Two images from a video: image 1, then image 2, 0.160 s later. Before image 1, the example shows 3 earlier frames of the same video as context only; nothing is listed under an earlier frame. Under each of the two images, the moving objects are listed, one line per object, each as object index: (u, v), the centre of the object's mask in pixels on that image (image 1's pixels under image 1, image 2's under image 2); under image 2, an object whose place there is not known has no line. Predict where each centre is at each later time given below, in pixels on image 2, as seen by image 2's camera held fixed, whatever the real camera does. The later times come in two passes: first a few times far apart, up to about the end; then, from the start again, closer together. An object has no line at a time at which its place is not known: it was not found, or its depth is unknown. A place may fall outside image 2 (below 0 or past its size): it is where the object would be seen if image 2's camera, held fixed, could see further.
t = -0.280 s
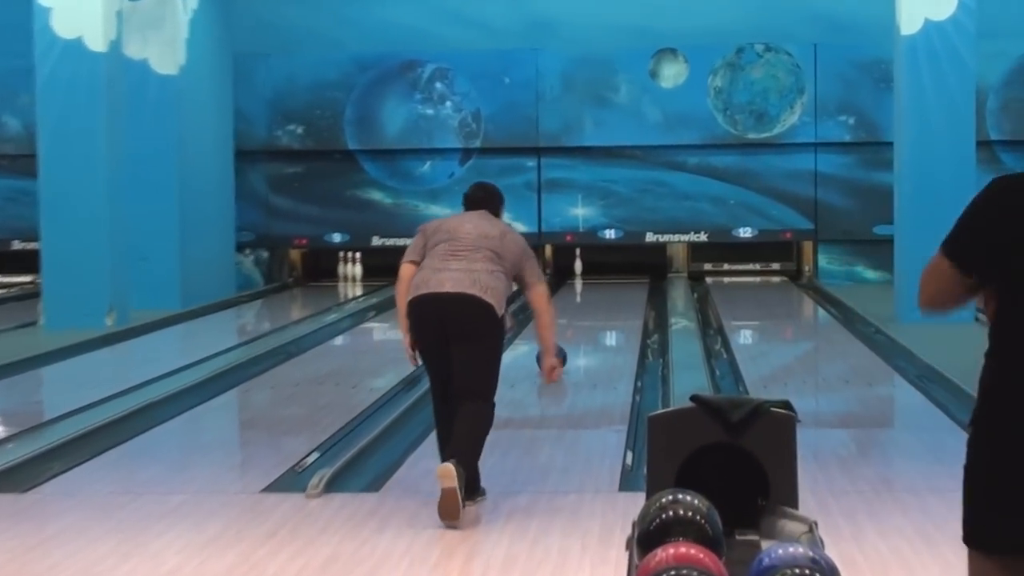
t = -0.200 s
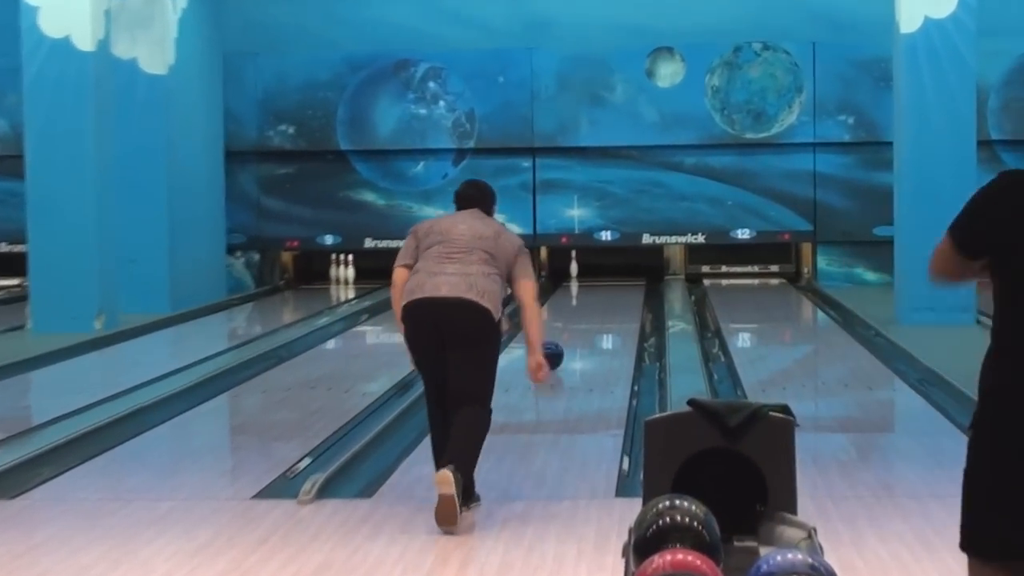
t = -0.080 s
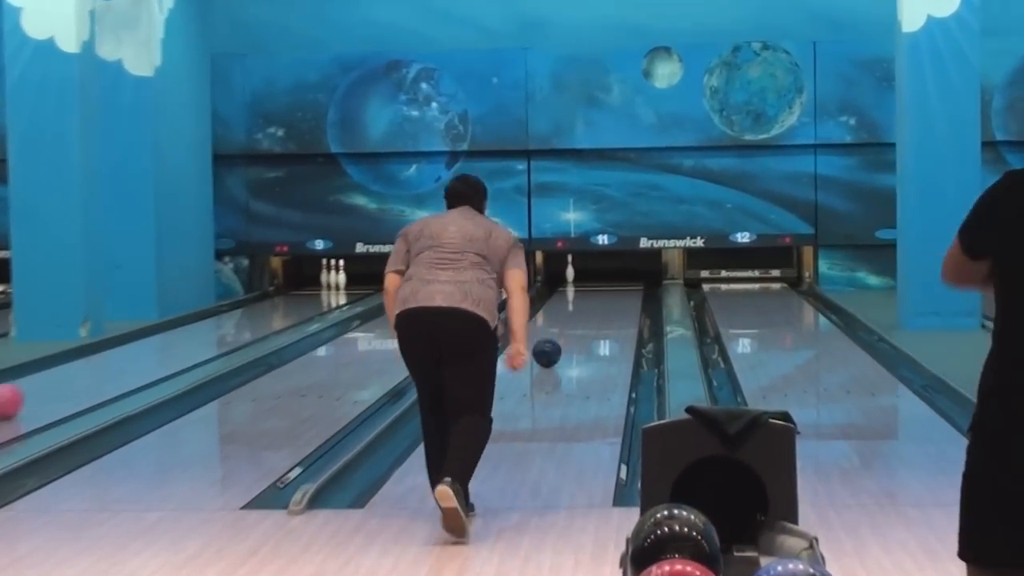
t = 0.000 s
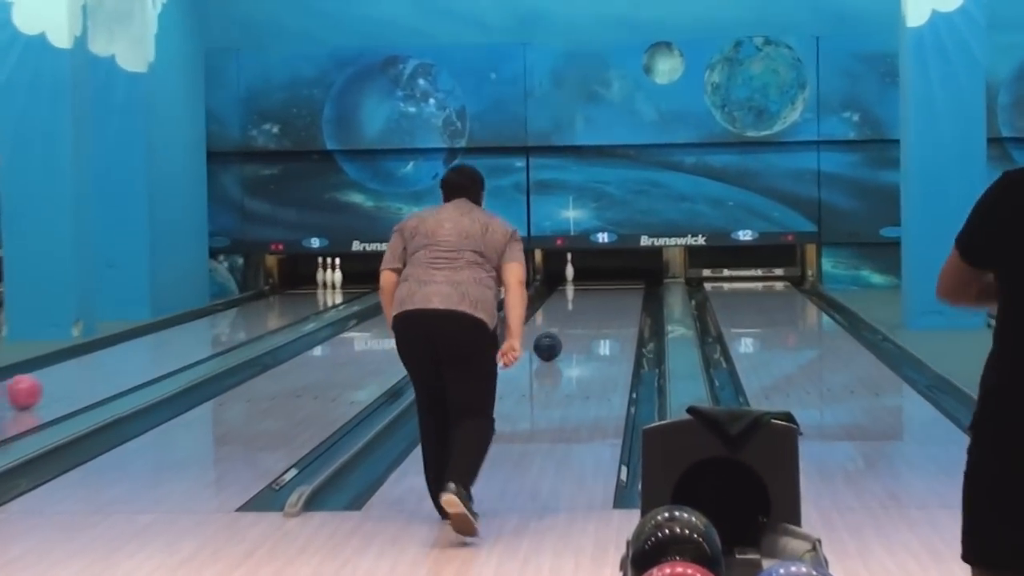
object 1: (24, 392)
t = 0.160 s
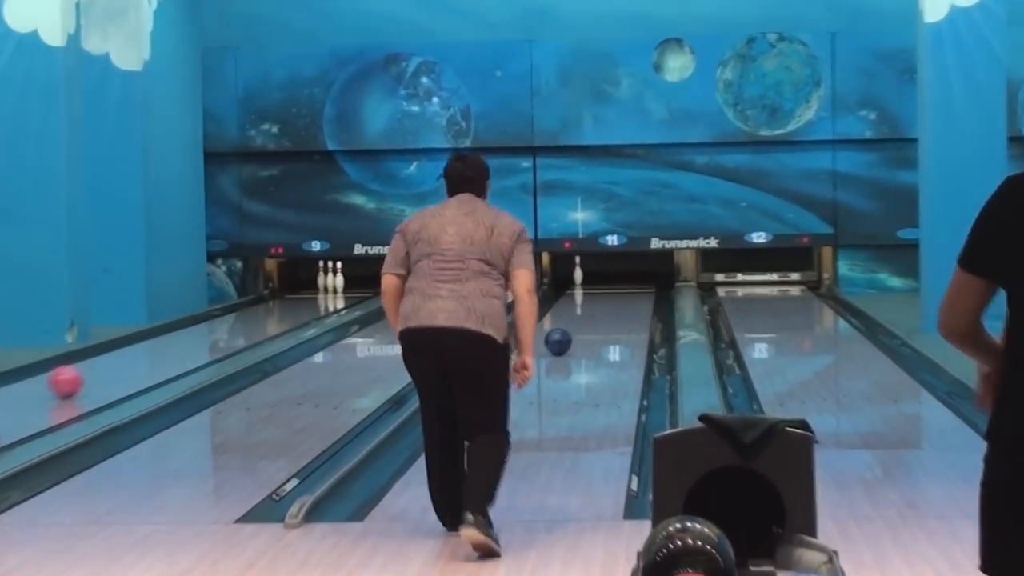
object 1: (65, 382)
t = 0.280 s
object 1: (96, 370)
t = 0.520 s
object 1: (149, 351)
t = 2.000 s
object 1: (328, 282)
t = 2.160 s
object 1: (339, 277)
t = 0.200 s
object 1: (76, 378)
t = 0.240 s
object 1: (87, 374)
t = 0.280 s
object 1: (96, 370)
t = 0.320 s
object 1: (106, 366)
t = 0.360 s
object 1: (115, 363)
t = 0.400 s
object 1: (124, 360)
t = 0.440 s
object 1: (133, 356)
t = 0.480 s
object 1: (141, 353)
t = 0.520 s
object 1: (149, 351)
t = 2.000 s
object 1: (328, 282)
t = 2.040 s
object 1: (332, 283)
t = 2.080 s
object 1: (334, 283)
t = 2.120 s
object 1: (336, 276)
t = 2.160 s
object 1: (339, 277)
